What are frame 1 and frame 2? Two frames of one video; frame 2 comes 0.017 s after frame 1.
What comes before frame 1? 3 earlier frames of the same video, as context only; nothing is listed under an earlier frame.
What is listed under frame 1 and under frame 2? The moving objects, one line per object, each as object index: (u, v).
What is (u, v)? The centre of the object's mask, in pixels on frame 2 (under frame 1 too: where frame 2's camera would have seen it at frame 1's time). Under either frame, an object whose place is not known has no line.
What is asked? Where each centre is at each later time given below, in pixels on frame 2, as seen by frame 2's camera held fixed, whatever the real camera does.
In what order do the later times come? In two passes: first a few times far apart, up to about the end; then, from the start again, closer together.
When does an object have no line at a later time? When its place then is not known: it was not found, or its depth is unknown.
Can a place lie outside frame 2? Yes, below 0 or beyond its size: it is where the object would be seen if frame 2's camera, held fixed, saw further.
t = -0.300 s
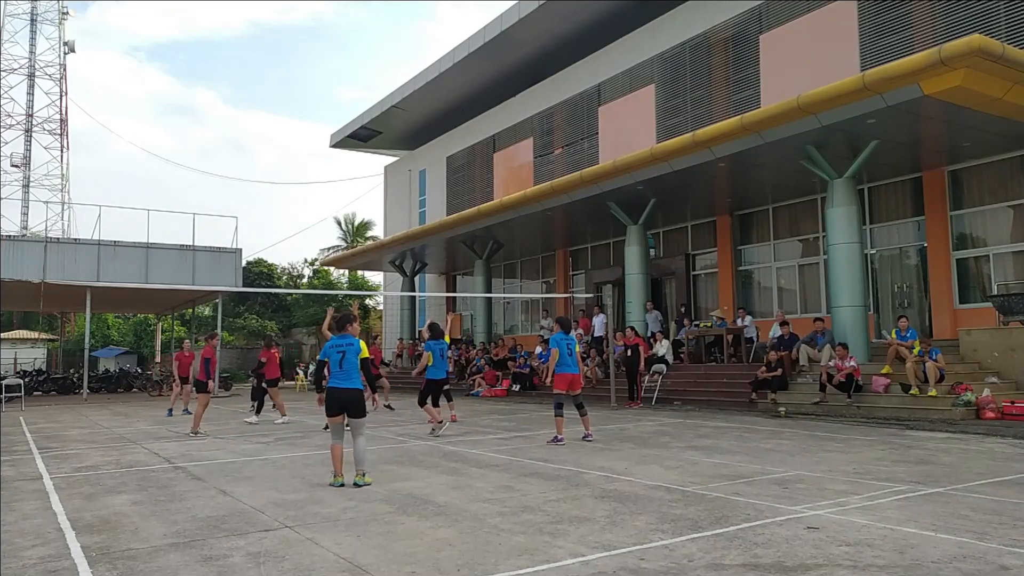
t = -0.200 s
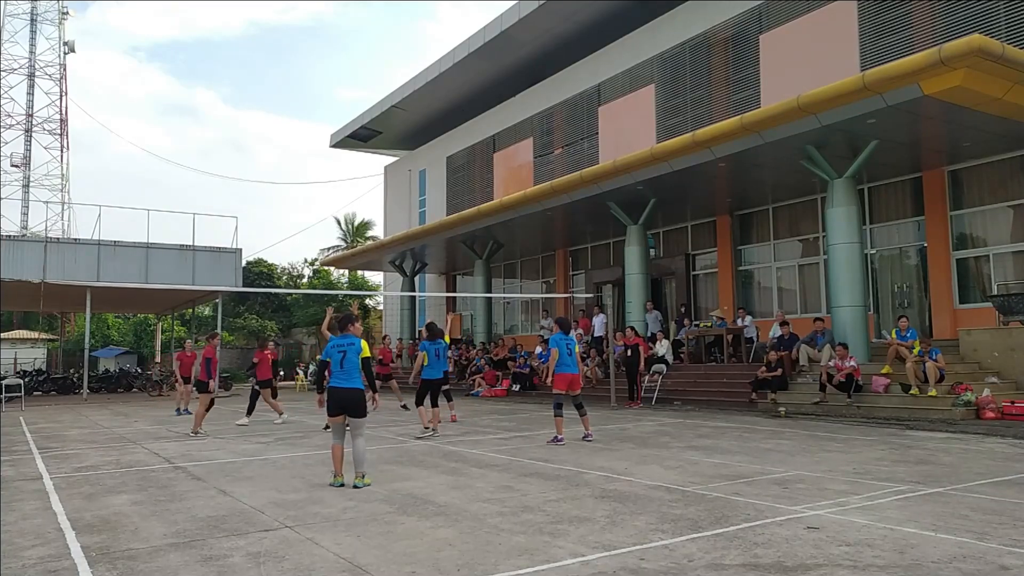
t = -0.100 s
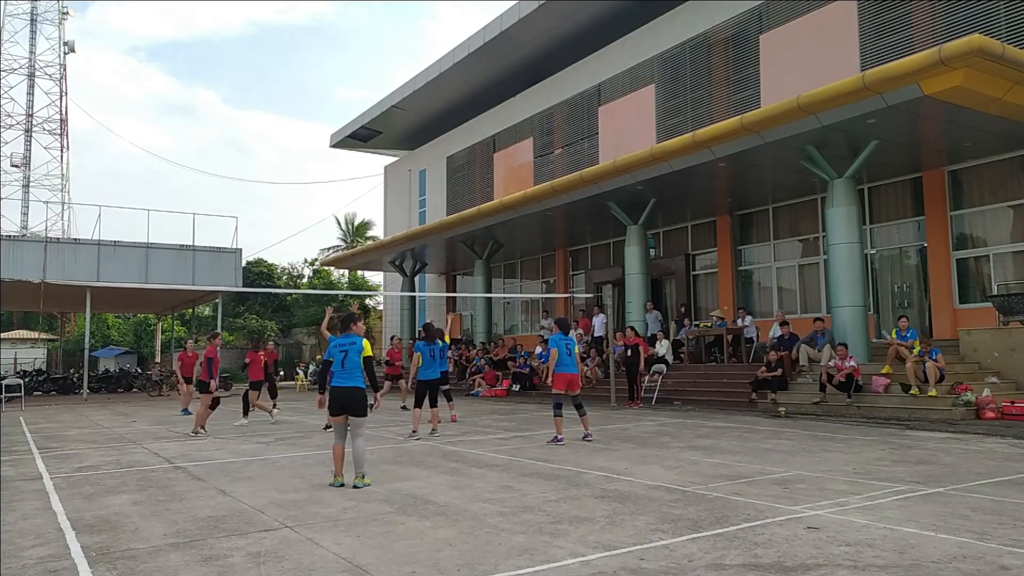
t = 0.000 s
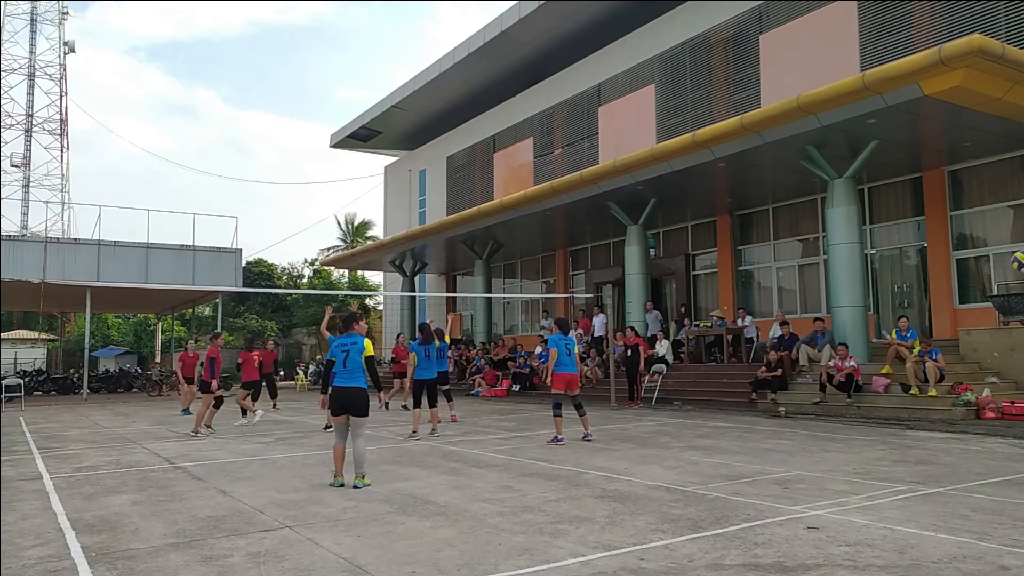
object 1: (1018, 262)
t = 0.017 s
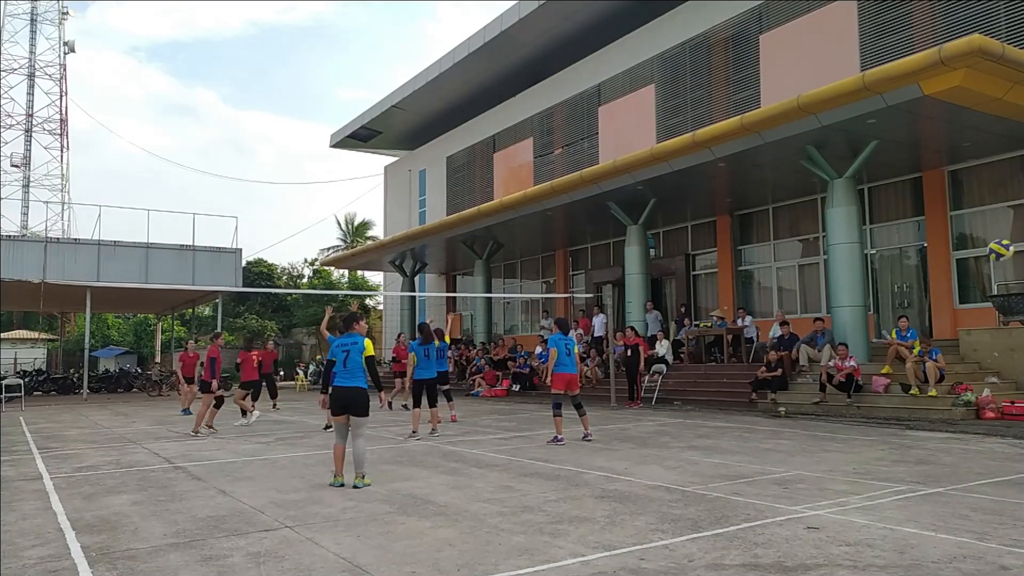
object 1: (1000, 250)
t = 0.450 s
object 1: (563, 140)
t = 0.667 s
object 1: (426, 154)
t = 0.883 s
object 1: (317, 196)
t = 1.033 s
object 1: (252, 237)
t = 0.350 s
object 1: (639, 145)
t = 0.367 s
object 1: (626, 144)
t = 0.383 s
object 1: (613, 142)
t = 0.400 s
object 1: (600, 142)
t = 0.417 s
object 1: (589, 141)
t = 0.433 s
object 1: (576, 140)
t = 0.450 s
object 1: (563, 140)
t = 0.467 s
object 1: (553, 141)
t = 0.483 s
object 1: (541, 141)
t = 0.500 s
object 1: (529, 140)
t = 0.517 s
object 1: (518, 141)
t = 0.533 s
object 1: (506, 141)
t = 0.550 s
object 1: (496, 143)
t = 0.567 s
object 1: (485, 144)
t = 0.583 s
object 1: (475, 145)
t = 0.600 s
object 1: (465, 147)
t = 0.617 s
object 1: (454, 148)
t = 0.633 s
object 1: (445, 150)
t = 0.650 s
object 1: (436, 153)
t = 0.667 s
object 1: (426, 154)
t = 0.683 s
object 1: (418, 157)
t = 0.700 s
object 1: (408, 159)
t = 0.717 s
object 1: (399, 162)
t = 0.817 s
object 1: (348, 181)
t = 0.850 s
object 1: (332, 188)
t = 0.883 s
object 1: (317, 196)
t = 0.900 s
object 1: (309, 200)
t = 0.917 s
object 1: (301, 204)
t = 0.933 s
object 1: (294, 209)
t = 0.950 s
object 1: (287, 213)
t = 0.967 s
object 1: (280, 218)
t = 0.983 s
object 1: (273, 222)
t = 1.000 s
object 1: (266, 227)
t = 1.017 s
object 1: (259, 232)
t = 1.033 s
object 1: (252, 237)
